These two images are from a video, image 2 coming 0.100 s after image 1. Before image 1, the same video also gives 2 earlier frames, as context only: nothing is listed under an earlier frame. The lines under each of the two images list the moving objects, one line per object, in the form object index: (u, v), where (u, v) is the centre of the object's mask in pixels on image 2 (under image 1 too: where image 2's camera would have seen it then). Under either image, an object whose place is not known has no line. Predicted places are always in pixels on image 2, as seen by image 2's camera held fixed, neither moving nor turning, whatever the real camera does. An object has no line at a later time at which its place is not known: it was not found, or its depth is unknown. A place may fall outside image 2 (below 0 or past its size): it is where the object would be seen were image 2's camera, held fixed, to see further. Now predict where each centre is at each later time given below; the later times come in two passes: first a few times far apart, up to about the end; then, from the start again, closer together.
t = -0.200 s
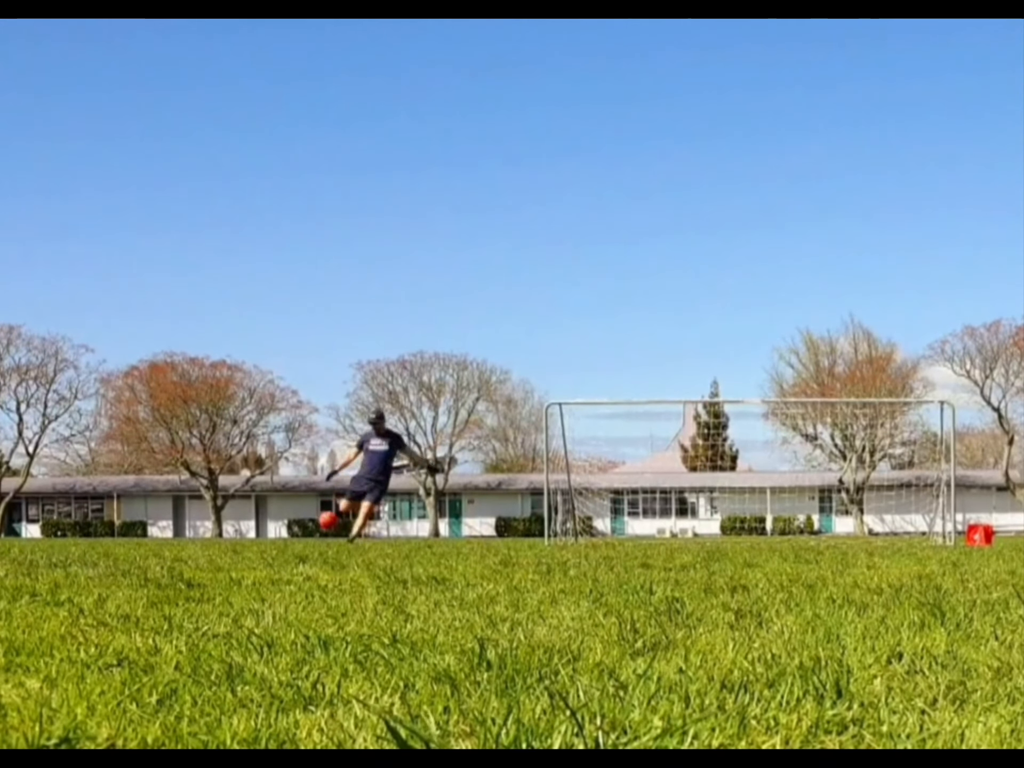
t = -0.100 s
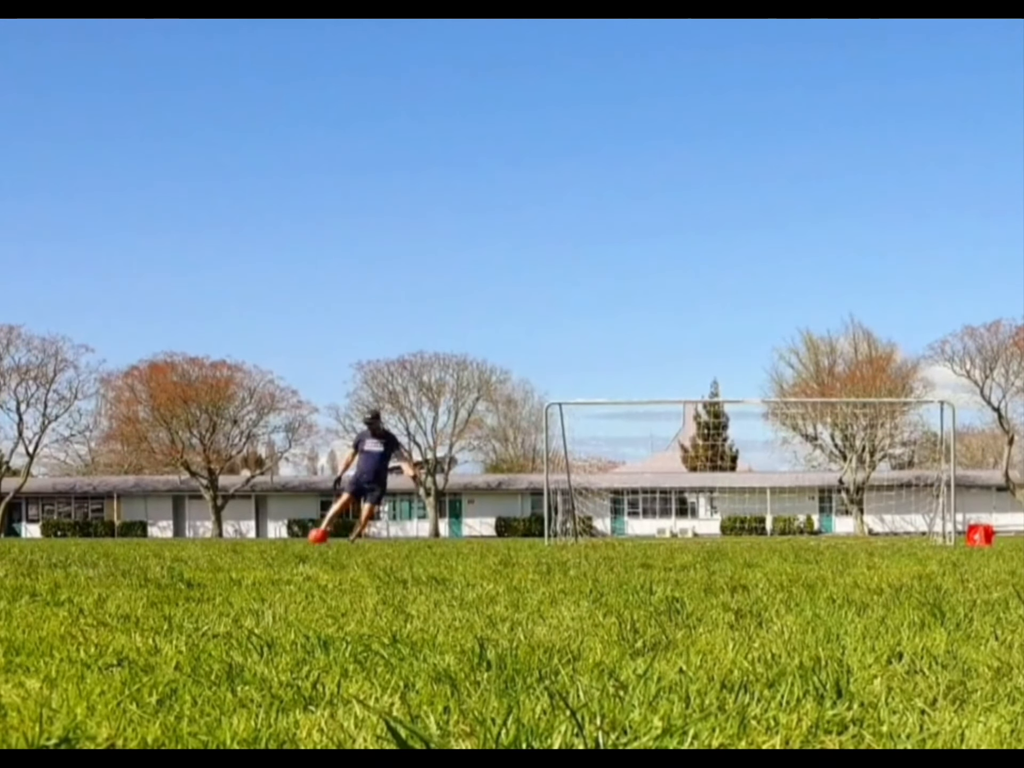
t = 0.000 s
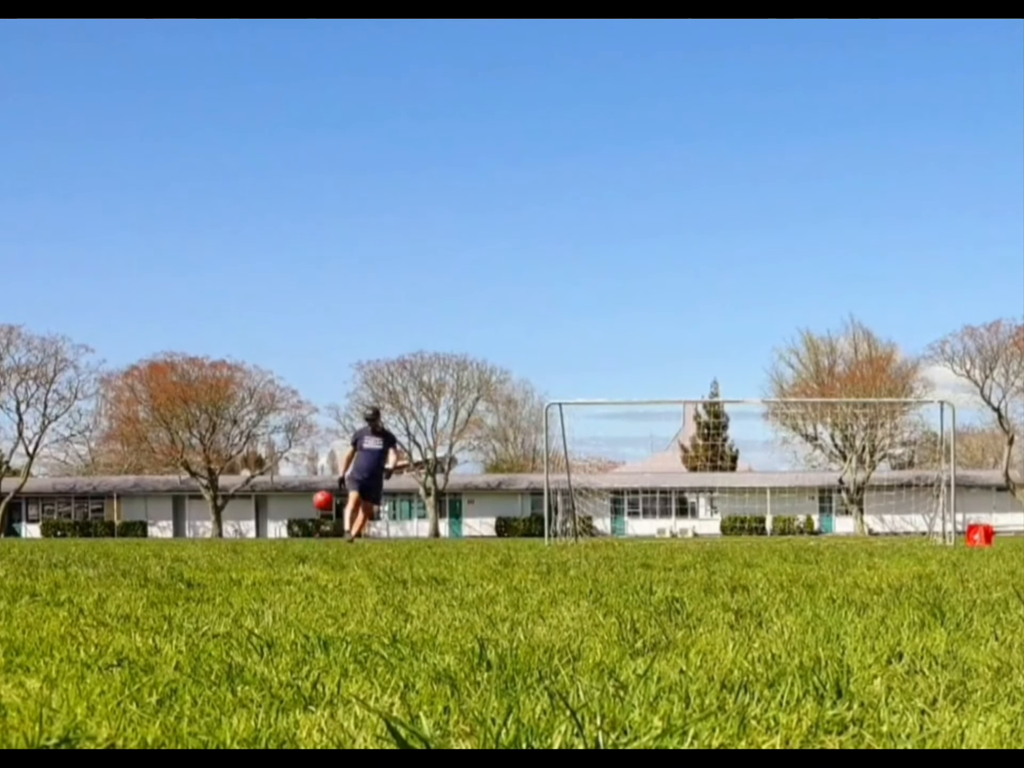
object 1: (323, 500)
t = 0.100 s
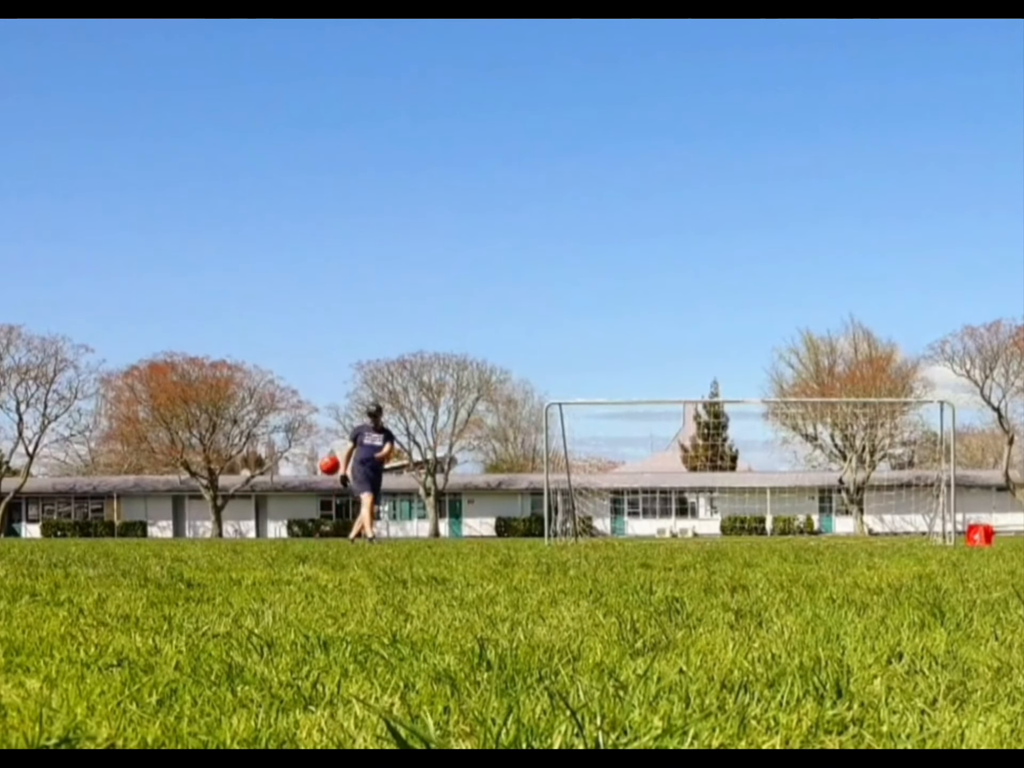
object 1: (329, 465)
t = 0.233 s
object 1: (338, 423)
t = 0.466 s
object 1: (351, 367)
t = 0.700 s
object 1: (362, 345)
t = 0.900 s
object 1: (369, 373)
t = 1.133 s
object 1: (375, 492)
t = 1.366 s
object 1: (370, 474)
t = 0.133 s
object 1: (331, 454)
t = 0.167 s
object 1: (334, 443)
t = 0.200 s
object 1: (336, 433)
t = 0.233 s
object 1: (338, 423)
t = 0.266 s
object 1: (339, 413)
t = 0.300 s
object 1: (341, 404)
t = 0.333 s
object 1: (344, 396)
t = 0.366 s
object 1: (346, 387)
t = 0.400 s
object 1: (347, 380)
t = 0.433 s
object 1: (349, 372)
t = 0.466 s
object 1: (351, 367)
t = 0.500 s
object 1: (353, 362)
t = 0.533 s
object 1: (354, 356)
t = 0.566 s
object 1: (356, 352)
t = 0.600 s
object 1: (357, 349)
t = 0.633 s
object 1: (359, 348)
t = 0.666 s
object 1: (361, 347)
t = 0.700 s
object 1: (362, 345)
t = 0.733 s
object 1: (363, 347)
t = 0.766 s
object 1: (365, 350)
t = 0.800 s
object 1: (366, 354)
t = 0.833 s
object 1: (367, 358)
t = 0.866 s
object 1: (368, 364)
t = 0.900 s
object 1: (369, 373)
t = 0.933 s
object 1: (371, 384)
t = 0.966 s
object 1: (372, 396)
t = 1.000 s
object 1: (373, 409)
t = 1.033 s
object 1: (373, 426)
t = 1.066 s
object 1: (374, 445)
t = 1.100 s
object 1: (374, 467)
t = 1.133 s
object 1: (375, 492)
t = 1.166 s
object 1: (374, 519)
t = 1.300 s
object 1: (372, 504)
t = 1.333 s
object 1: (371, 489)
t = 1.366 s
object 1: (370, 474)
